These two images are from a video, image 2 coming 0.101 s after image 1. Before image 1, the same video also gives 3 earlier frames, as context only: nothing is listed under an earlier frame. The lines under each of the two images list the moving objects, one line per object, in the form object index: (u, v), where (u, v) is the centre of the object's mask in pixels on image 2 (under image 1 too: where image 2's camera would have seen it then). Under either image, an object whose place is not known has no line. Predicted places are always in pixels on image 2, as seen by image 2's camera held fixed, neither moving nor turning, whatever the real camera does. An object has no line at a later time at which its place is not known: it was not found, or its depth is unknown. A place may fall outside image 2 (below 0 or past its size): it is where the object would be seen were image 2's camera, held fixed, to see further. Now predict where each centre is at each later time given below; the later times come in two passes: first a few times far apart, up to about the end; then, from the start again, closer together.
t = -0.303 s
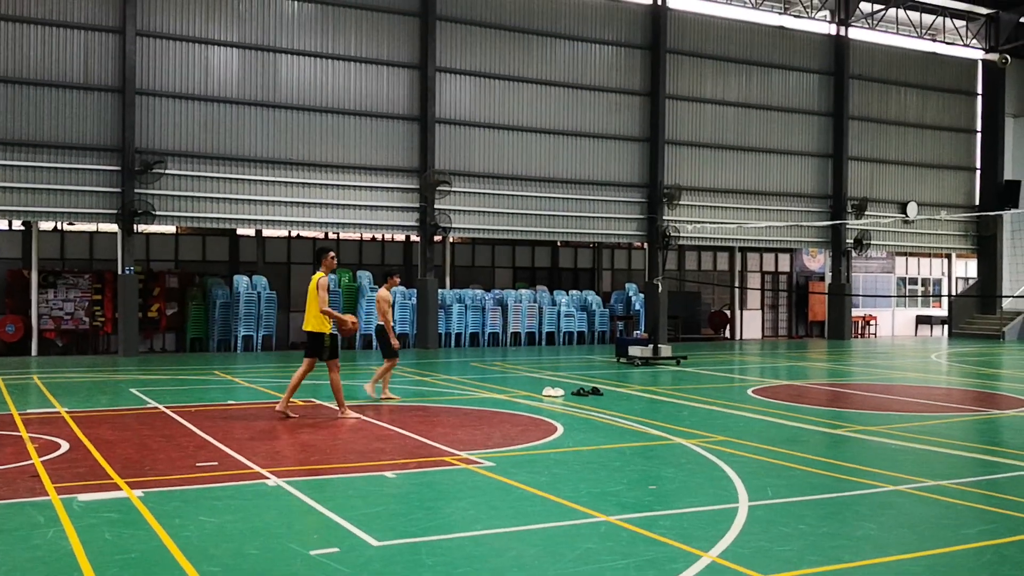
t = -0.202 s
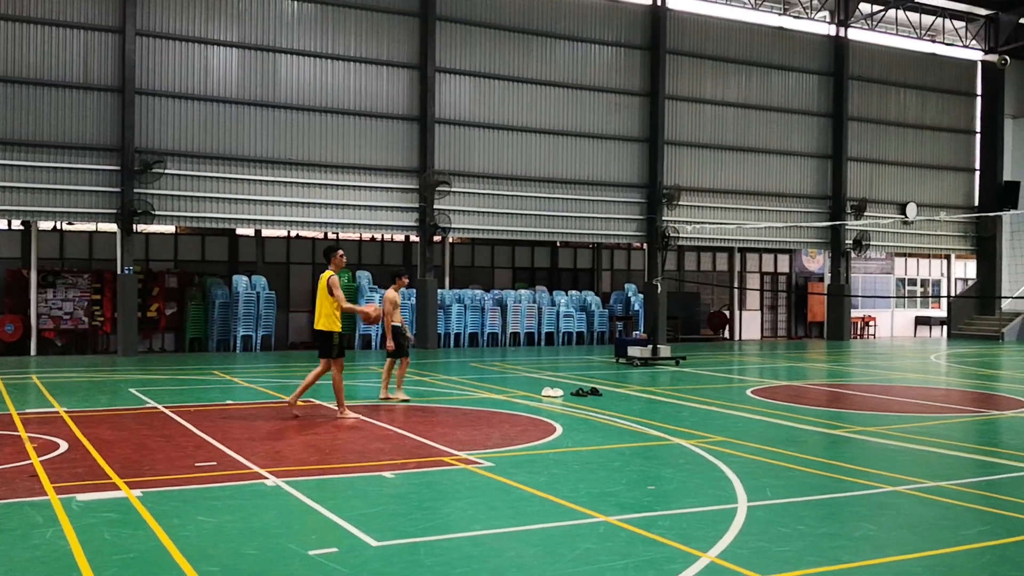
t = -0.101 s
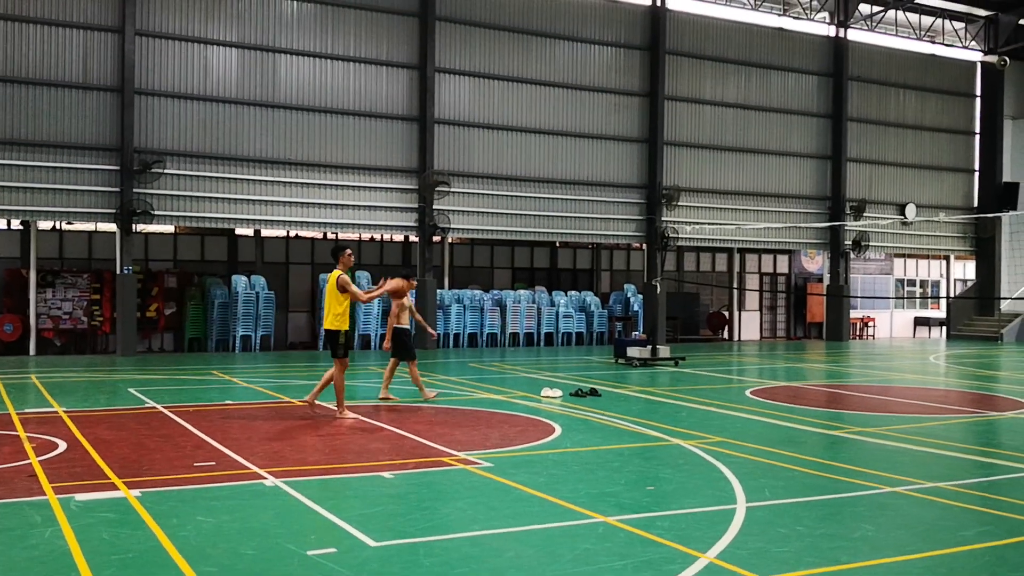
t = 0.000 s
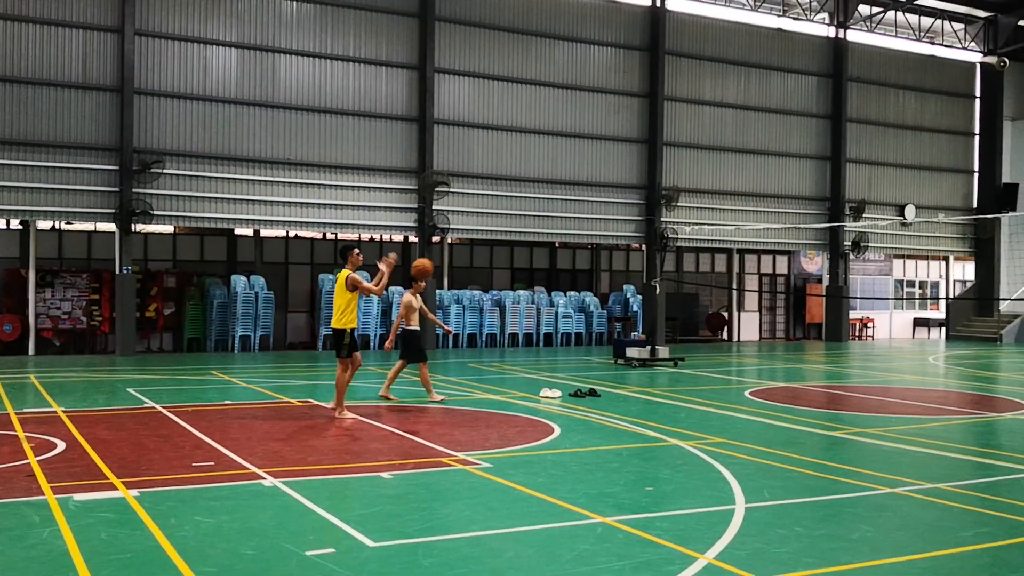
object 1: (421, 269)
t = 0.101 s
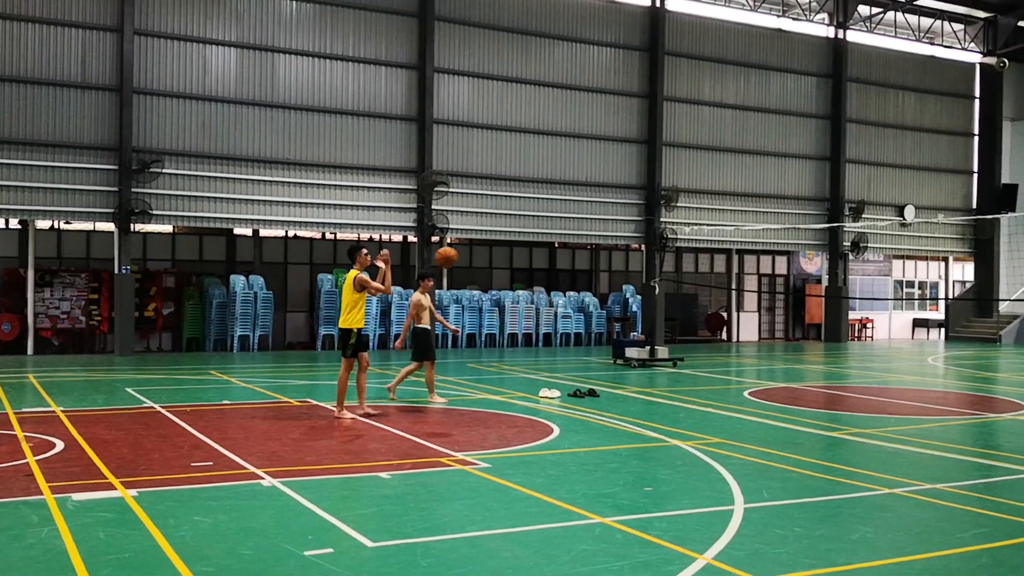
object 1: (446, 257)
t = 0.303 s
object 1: (494, 261)
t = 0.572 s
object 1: (553, 318)
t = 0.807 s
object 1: (601, 397)
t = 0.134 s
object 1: (454, 255)
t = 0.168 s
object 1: (462, 254)
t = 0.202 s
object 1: (470, 255)
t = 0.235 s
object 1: (478, 256)
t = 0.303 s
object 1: (494, 261)
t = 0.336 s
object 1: (502, 265)
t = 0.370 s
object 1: (510, 270)
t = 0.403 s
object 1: (517, 275)
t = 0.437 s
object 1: (525, 281)
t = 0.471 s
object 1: (533, 289)
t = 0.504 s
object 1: (539, 297)
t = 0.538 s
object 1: (547, 307)
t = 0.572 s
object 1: (553, 318)
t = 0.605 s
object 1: (561, 329)
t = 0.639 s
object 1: (569, 342)
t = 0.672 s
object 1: (576, 354)
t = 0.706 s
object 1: (583, 367)
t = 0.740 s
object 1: (590, 381)
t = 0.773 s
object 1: (598, 398)
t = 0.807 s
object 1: (601, 397)
